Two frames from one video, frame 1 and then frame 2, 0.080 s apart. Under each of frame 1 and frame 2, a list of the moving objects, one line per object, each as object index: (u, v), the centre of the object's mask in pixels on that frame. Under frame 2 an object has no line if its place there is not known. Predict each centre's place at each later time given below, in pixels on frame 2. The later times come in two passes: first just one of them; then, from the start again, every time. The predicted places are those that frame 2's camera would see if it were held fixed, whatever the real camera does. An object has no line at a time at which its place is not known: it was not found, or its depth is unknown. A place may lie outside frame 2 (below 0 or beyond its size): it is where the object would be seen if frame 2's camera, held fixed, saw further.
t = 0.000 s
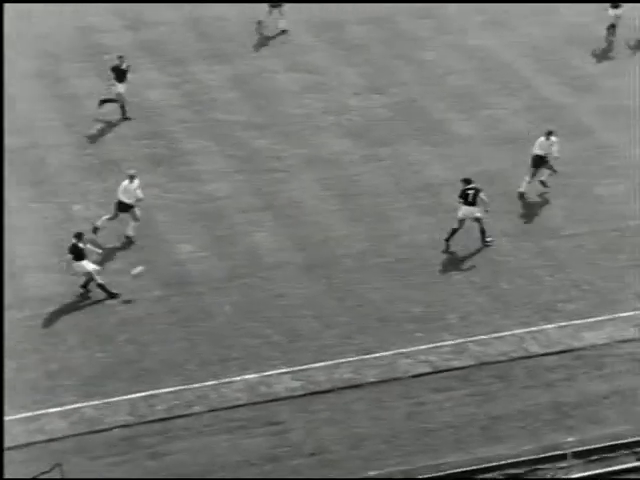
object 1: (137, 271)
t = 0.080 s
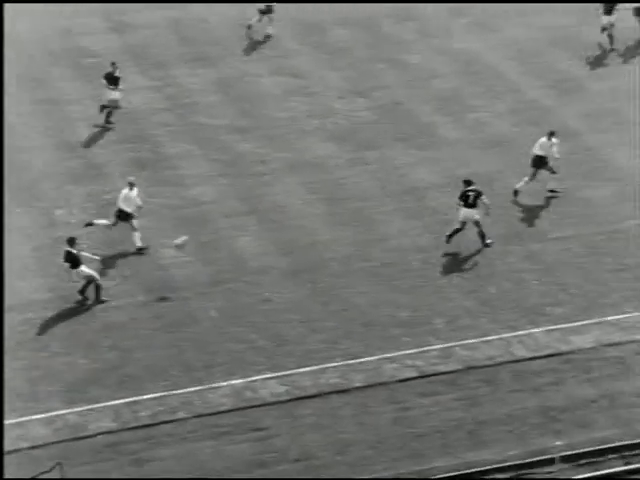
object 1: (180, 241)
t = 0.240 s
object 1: (286, 180)
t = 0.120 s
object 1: (207, 224)
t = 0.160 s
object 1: (236, 208)
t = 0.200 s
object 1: (261, 194)
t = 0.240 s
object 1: (286, 180)
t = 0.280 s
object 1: (310, 165)
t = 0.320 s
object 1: (333, 153)
